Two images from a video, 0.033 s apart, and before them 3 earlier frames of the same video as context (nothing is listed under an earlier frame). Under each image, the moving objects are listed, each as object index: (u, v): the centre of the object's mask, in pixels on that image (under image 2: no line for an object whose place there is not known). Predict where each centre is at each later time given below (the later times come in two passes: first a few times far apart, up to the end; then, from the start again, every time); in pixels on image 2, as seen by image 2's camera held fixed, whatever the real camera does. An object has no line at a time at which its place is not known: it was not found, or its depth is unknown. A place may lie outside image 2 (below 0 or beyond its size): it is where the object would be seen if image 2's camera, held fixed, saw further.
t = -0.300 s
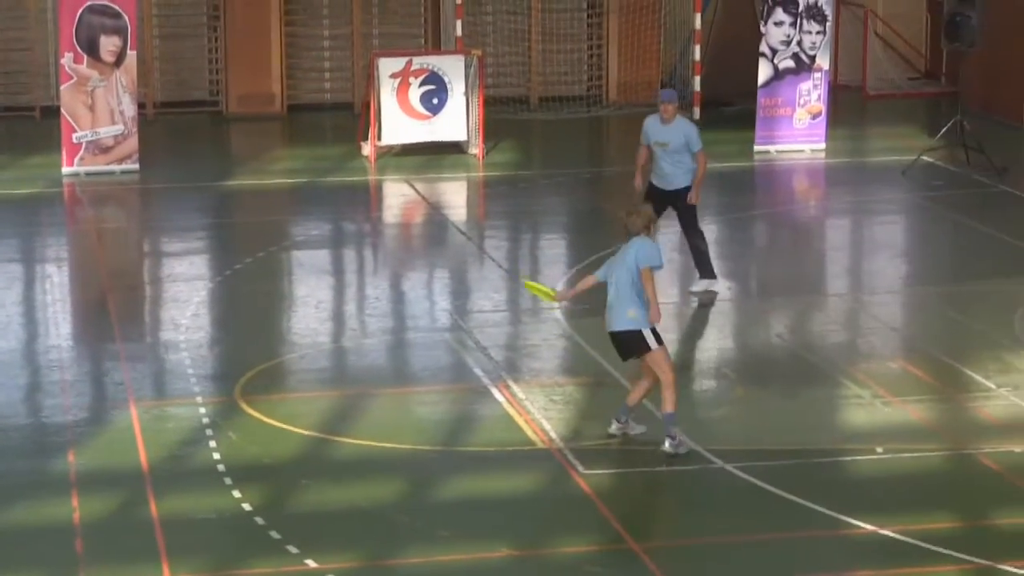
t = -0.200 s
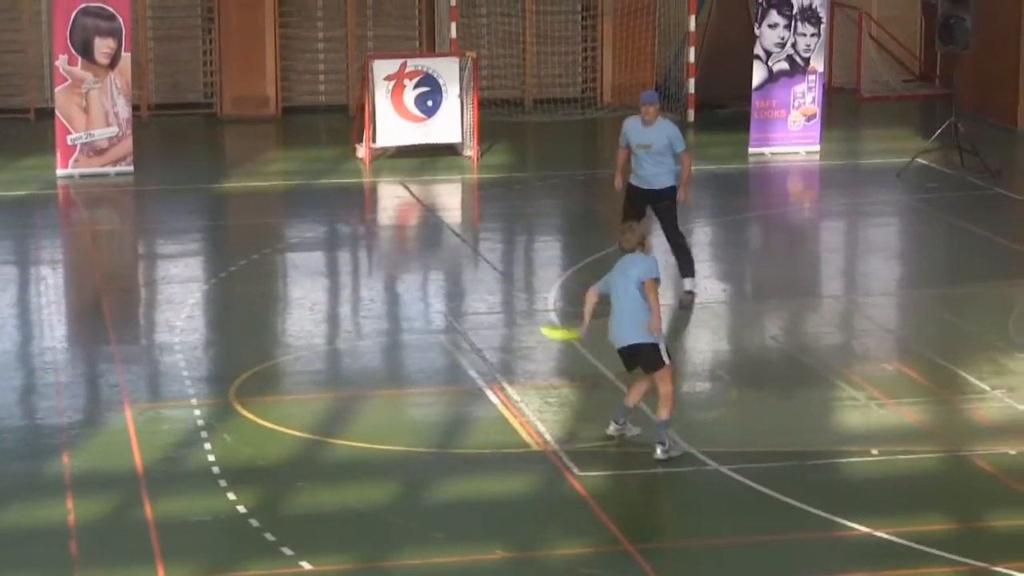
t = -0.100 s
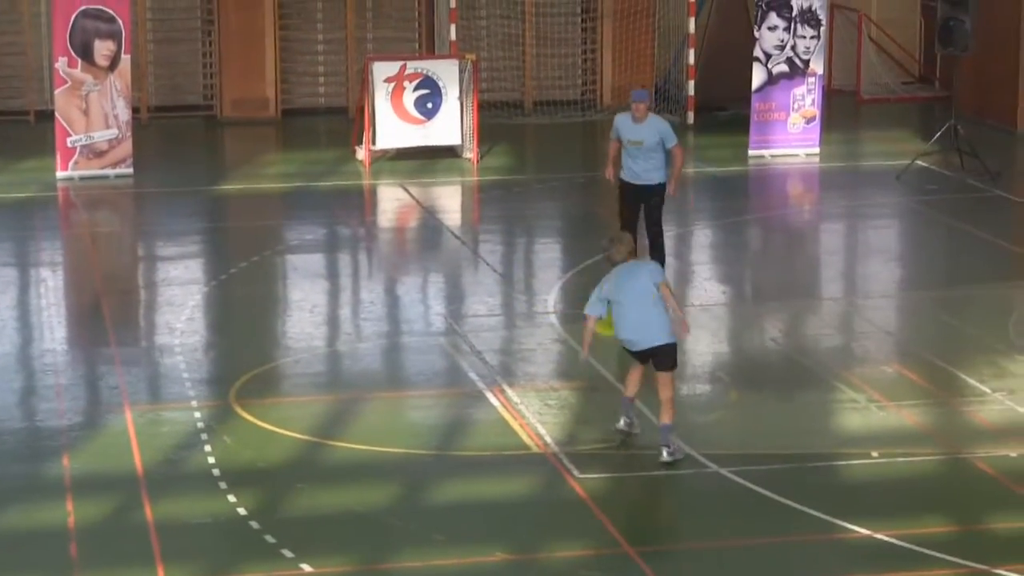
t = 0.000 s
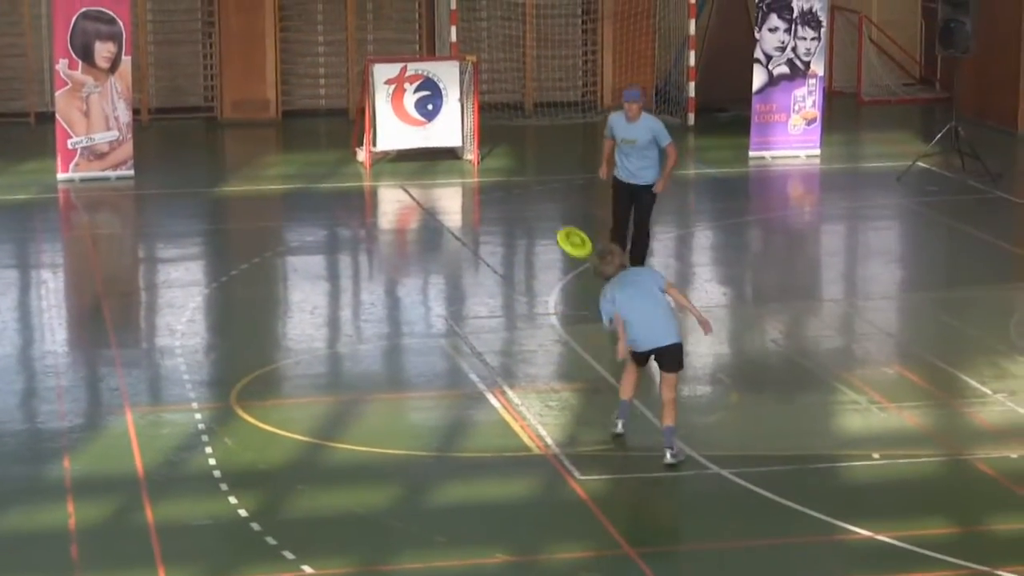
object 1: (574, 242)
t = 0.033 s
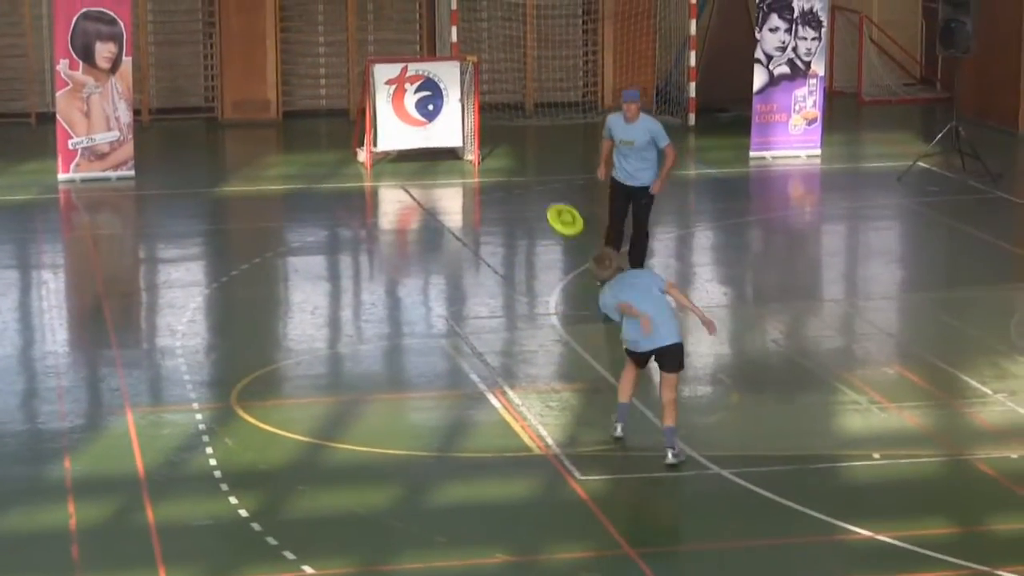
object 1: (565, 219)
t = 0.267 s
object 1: (506, 104)
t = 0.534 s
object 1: (458, 46)
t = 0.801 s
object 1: (429, 48)
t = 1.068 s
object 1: (419, 103)
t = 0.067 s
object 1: (556, 198)
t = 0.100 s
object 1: (546, 179)
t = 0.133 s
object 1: (538, 161)
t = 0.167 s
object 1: (529, 144)
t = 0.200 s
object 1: (521, 129)
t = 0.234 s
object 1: (513, 116)
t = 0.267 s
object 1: (506, 104)
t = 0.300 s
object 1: (499, 93)
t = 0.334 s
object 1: (492, 83)
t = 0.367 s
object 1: (486, 74)
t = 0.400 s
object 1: (479, 66)
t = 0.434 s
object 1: (473, 59)
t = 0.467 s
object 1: (467, 54)
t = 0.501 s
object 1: (463, 49)
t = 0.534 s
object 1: (458, 46)
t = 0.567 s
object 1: (454, 43)
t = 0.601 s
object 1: (449, 42)
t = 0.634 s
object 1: (445, 41)
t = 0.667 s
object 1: (441, 41)
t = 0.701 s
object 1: (438, 41)
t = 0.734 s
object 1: (435, 43)
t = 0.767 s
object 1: (432, 46)
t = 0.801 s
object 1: (429, 48)
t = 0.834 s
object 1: (427, 52)
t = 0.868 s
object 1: (425, 57)
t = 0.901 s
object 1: (423, 63)
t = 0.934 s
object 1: (422, 69)
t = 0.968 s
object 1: (421, 76)
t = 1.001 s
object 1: (420, 85)
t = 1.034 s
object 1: (420, 94)
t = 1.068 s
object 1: (419, 103)
